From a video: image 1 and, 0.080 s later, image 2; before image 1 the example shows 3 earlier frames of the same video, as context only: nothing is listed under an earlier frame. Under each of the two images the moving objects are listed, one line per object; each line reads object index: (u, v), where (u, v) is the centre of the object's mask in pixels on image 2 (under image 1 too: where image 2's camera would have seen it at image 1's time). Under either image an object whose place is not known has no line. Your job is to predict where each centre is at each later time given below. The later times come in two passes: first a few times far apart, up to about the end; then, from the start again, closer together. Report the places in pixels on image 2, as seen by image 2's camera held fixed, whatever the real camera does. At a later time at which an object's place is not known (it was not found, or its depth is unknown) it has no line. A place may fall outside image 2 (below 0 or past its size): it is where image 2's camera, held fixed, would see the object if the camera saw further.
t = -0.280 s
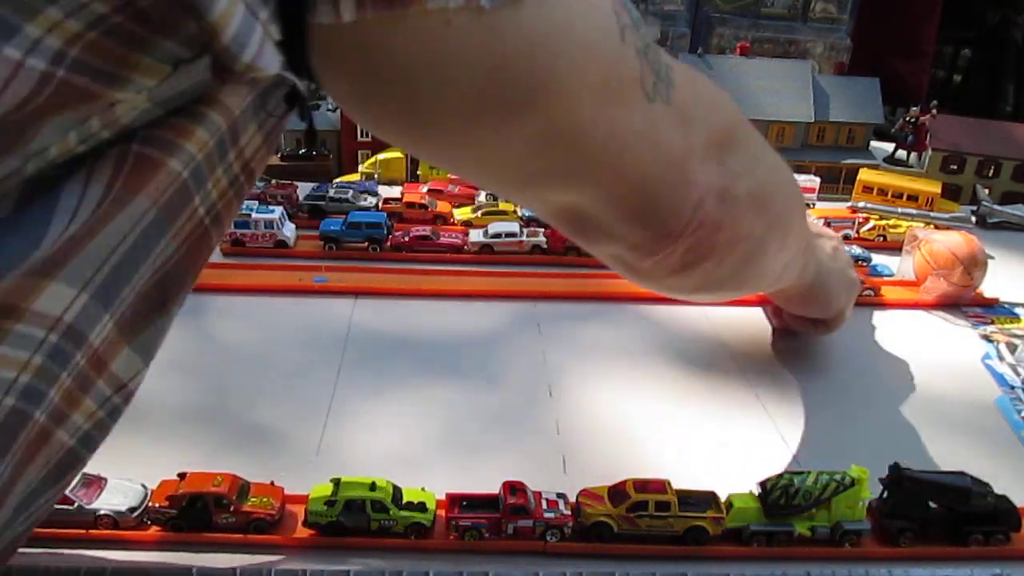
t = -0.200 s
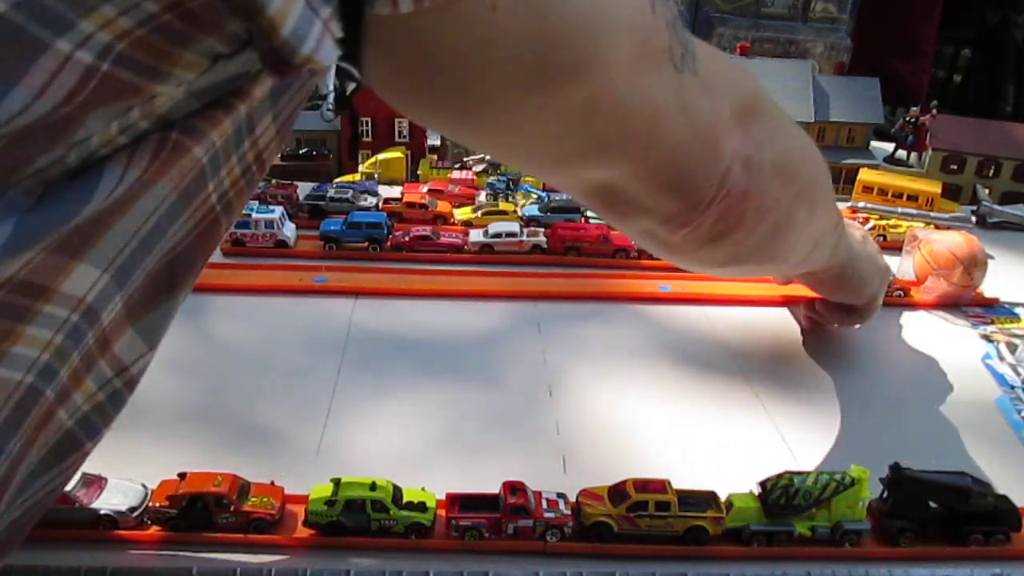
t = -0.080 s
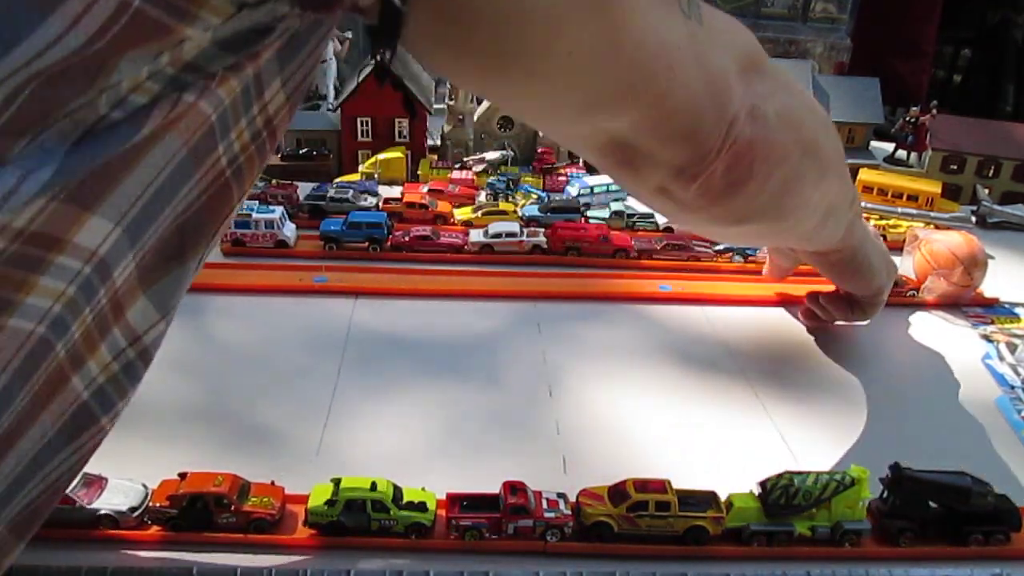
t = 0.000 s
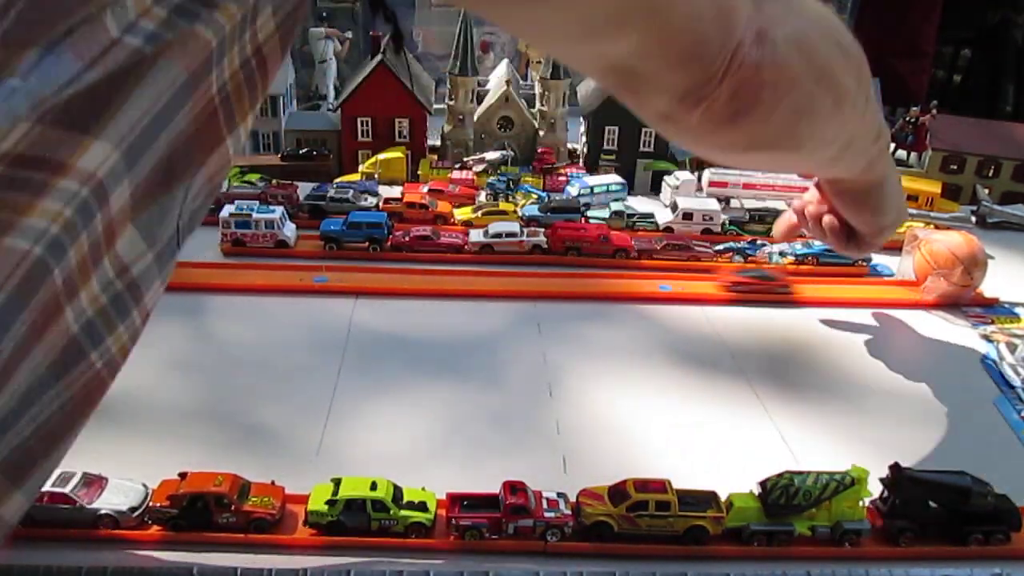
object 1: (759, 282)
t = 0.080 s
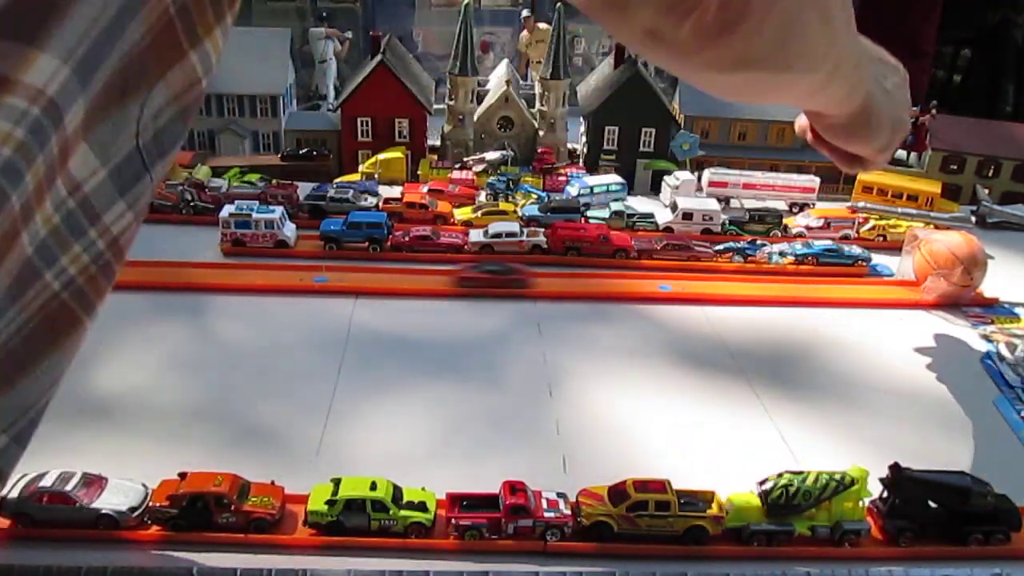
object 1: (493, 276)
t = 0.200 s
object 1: (105, 265)
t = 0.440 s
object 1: (482, 285)
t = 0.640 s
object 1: (699, 298)
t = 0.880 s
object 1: (842, 301)
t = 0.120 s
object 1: (358, 273)
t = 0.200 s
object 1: (105, 265)
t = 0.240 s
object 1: (170, 256)
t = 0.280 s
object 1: (240, 260)
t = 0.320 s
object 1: (308, 275)
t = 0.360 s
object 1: (367, 276)
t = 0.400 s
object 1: (429, 285)
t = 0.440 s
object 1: (482, 285)
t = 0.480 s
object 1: (533, 289)
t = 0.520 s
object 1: (582, 294)
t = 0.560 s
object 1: (626, 296)
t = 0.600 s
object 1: (665, 297)
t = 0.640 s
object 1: (699, 298)
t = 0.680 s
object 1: (730, 299)
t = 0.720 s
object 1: (758, 299)
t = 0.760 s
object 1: (783, 299)
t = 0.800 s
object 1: (805, 300)
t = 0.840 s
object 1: (825, 300)
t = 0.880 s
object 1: (842, 301)
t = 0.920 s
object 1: (853, 301)
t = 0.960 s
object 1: (861, 301)
